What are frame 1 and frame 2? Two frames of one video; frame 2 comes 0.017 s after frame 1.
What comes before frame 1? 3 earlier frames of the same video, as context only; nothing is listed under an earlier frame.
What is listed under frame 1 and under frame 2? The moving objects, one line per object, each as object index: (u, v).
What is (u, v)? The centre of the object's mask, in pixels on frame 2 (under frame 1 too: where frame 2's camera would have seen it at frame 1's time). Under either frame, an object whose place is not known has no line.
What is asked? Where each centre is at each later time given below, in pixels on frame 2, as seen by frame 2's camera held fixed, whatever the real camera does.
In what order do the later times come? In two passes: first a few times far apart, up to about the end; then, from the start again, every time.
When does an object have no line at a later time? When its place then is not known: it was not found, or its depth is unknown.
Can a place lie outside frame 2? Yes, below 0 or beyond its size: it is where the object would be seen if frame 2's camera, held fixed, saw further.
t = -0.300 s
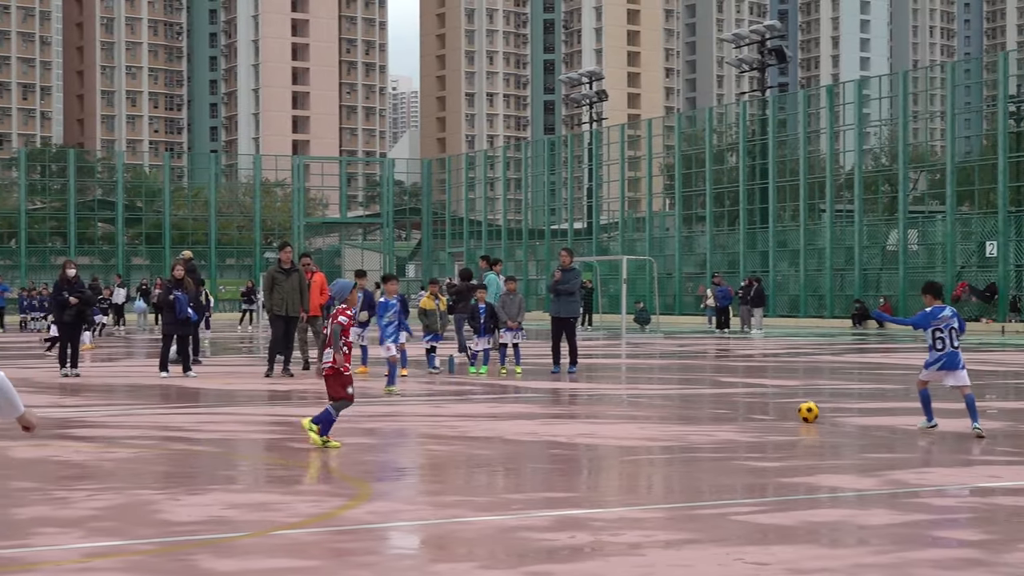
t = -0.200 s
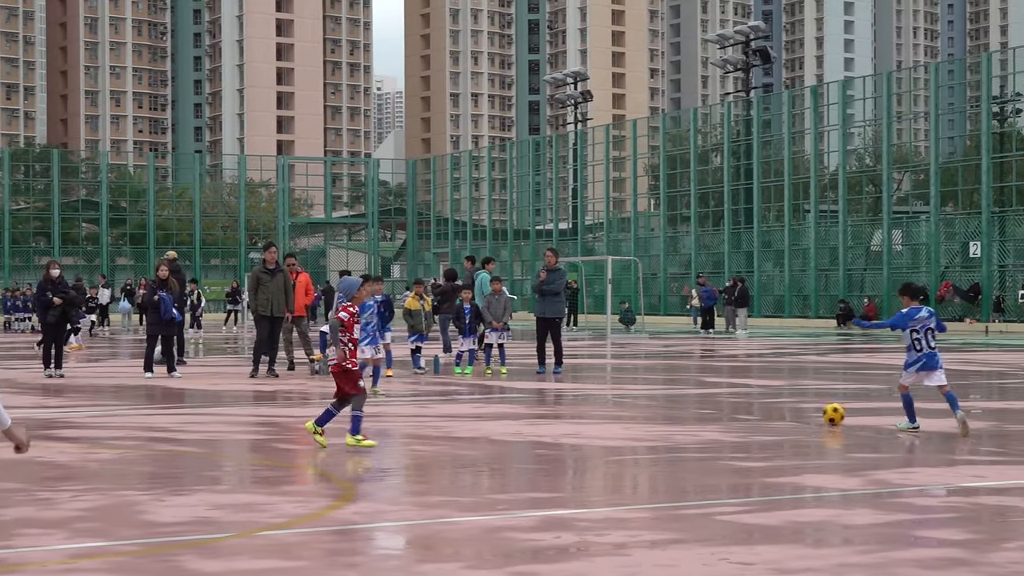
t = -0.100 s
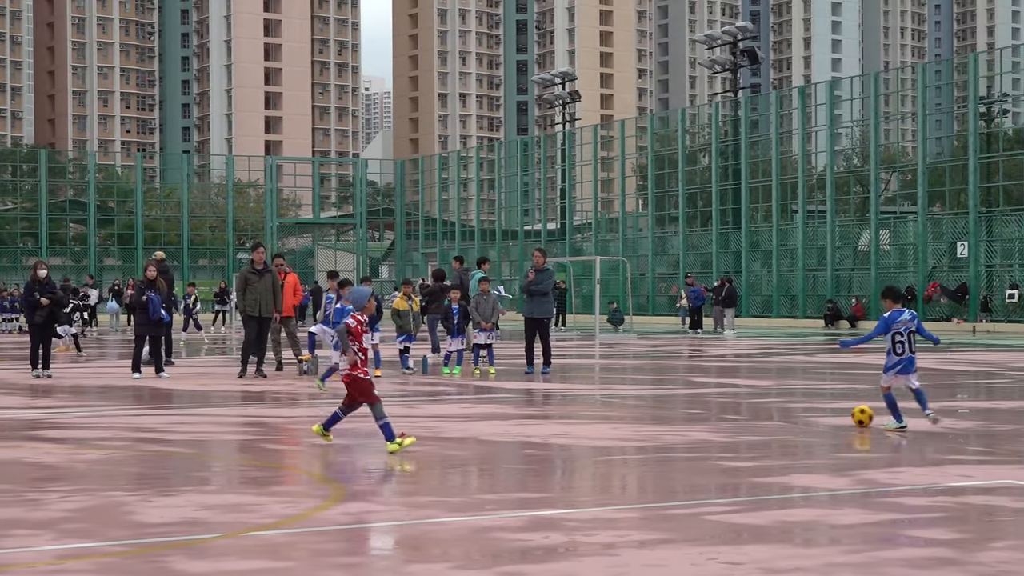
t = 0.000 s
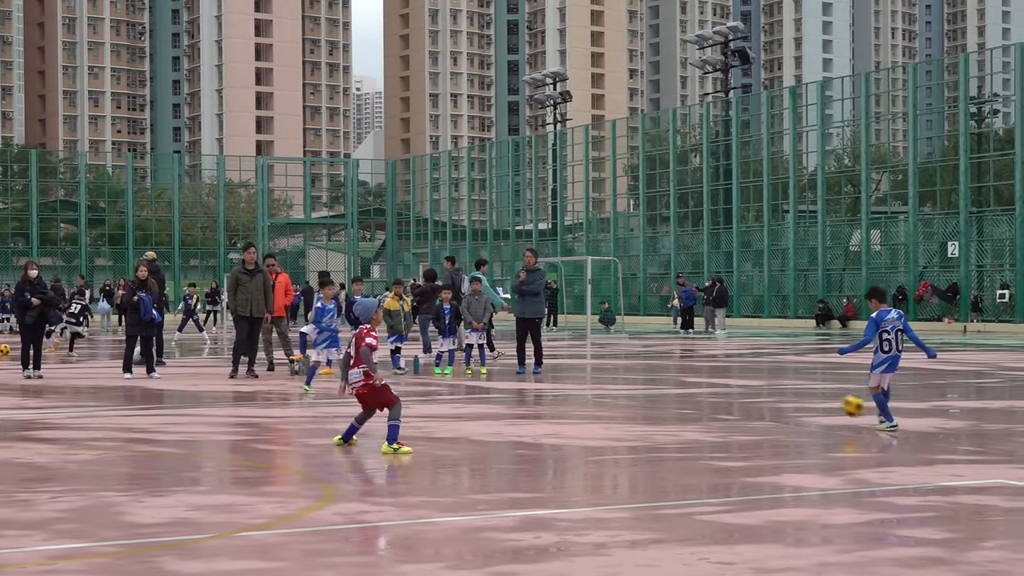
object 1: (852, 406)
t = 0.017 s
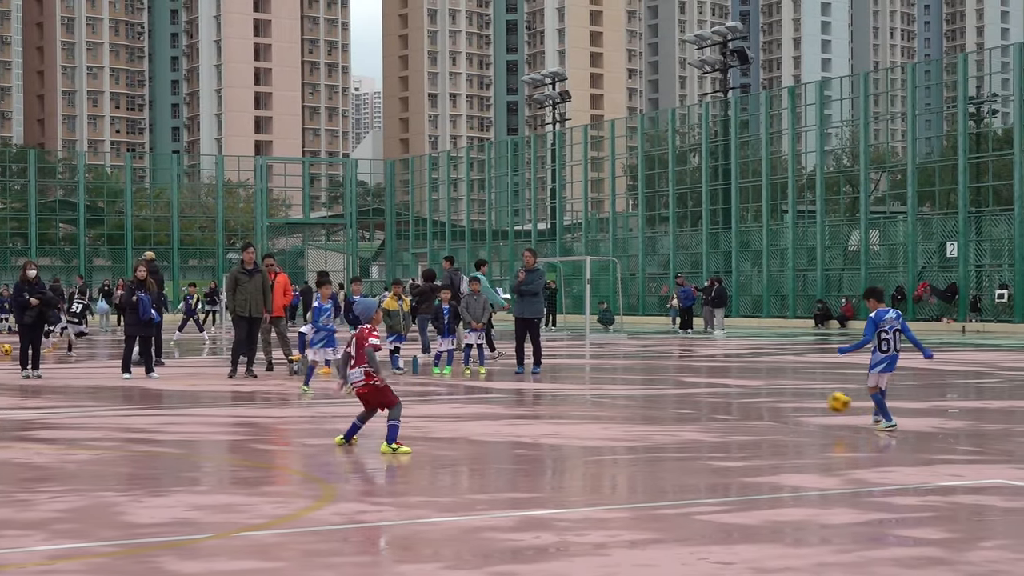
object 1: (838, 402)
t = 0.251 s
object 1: (680, 382)
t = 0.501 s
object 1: (549, 394)
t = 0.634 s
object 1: (507, 392)
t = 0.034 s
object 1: (826, 398)
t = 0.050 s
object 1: (815, 395)
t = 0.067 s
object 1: (804, 393)
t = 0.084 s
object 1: (791, 390)
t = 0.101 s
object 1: (780, 388)
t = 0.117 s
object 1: (769, 386)
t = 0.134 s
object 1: (757, 384)
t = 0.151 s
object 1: (745, 383)
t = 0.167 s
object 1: (734, 382)
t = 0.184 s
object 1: (723, 381)
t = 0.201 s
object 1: (712, 381)
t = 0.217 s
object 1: (703, 381)
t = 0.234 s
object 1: (691, 381)
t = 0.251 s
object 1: (680, 382)
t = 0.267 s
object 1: (669, 382)
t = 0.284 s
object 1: (659, 383)
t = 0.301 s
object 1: (649, 384)
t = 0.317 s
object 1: (639, 386)
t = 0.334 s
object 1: (629, 388)
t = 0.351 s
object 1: (618, 390)
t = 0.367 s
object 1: (608, 392)
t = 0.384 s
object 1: (598, 395)
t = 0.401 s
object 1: (588, 398)
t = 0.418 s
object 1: (578, 401)
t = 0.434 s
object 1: (571, 401)
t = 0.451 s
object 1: (565, 398)
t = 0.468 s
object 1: (560, 397)
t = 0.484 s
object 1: (554, 395)
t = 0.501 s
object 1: (549, 394)
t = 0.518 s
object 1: (544, 392)
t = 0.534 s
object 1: (539, 391)
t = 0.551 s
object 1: (533, 390)
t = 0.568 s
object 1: (528, 390)
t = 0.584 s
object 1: (523, 390)
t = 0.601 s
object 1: (517, 390)
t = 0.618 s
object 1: (513, 391)
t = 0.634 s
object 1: (507, 392)
